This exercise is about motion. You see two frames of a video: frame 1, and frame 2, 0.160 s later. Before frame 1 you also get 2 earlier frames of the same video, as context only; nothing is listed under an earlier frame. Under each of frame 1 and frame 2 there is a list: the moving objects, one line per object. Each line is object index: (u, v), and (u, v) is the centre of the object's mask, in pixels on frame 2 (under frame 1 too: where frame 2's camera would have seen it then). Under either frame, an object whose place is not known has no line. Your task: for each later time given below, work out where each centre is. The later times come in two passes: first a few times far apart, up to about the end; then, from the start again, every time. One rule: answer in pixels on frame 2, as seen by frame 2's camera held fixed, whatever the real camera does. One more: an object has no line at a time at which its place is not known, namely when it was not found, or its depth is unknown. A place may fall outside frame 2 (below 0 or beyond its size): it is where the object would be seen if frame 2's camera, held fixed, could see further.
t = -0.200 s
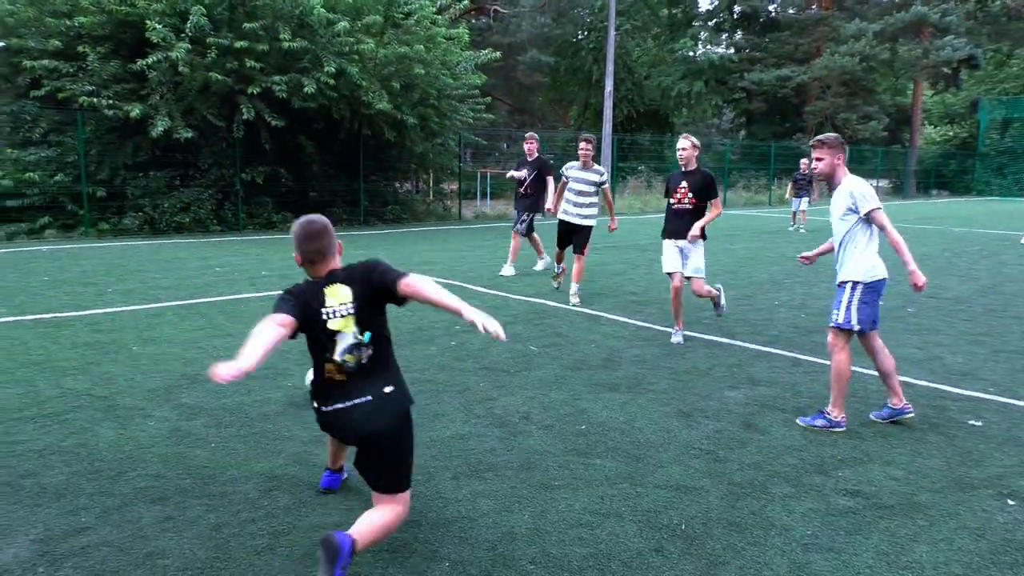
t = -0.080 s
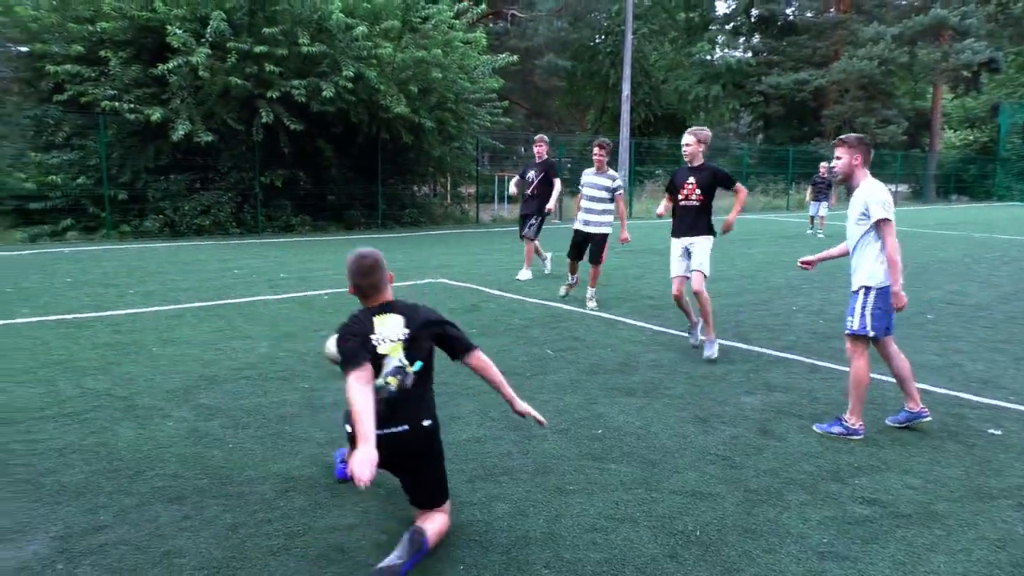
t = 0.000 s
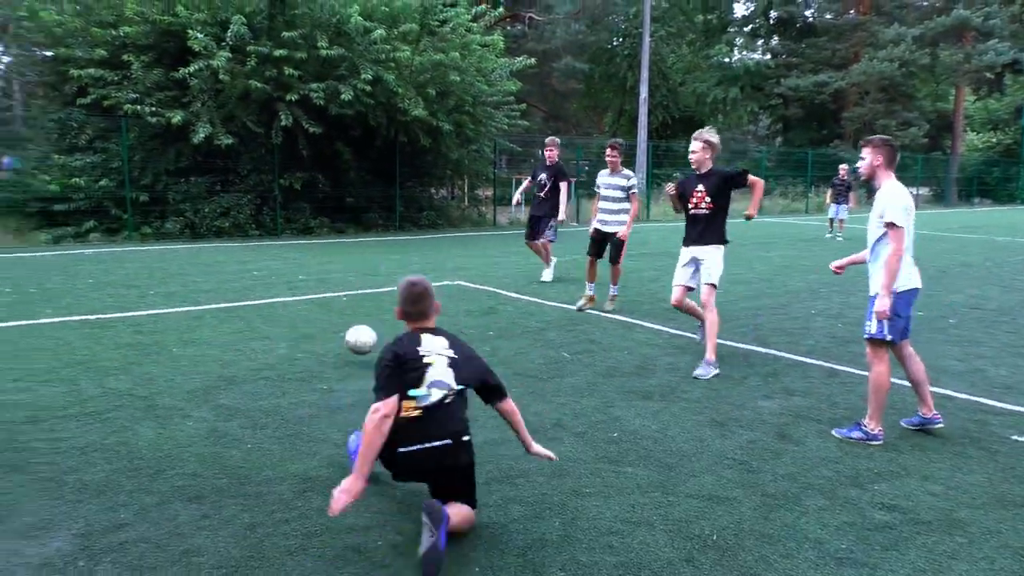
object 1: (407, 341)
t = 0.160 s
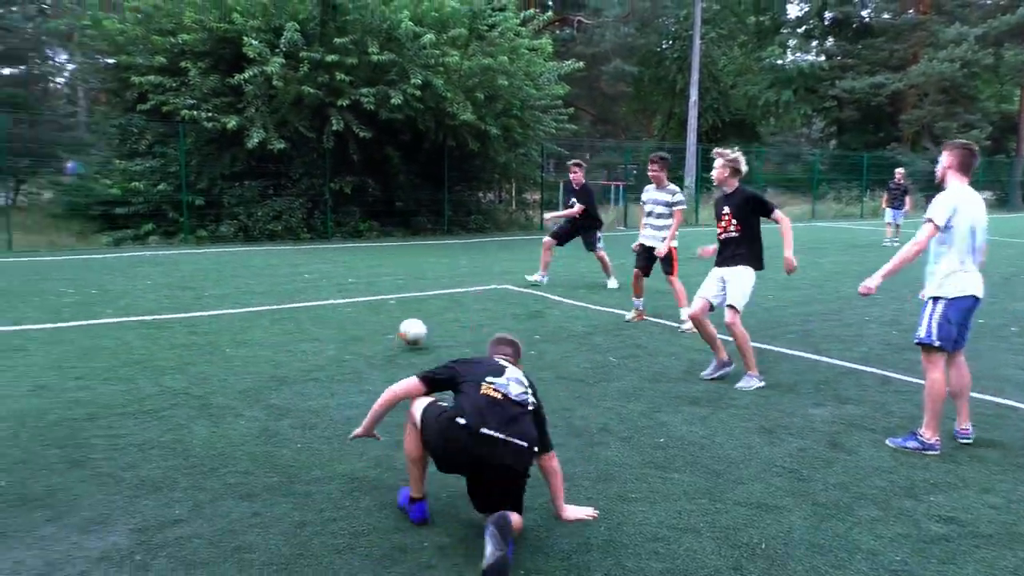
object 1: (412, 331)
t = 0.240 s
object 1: (416, 322)
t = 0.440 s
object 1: (424, 313)
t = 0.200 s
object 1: (414, 326)
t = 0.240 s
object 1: (416, 322)
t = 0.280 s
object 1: (417, 321)
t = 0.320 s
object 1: (419, 321)
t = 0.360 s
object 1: (421, 321)
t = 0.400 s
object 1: (423, 316)
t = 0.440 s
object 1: (424, 313)
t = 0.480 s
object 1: (425, 312)
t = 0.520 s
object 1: (427, 312)
